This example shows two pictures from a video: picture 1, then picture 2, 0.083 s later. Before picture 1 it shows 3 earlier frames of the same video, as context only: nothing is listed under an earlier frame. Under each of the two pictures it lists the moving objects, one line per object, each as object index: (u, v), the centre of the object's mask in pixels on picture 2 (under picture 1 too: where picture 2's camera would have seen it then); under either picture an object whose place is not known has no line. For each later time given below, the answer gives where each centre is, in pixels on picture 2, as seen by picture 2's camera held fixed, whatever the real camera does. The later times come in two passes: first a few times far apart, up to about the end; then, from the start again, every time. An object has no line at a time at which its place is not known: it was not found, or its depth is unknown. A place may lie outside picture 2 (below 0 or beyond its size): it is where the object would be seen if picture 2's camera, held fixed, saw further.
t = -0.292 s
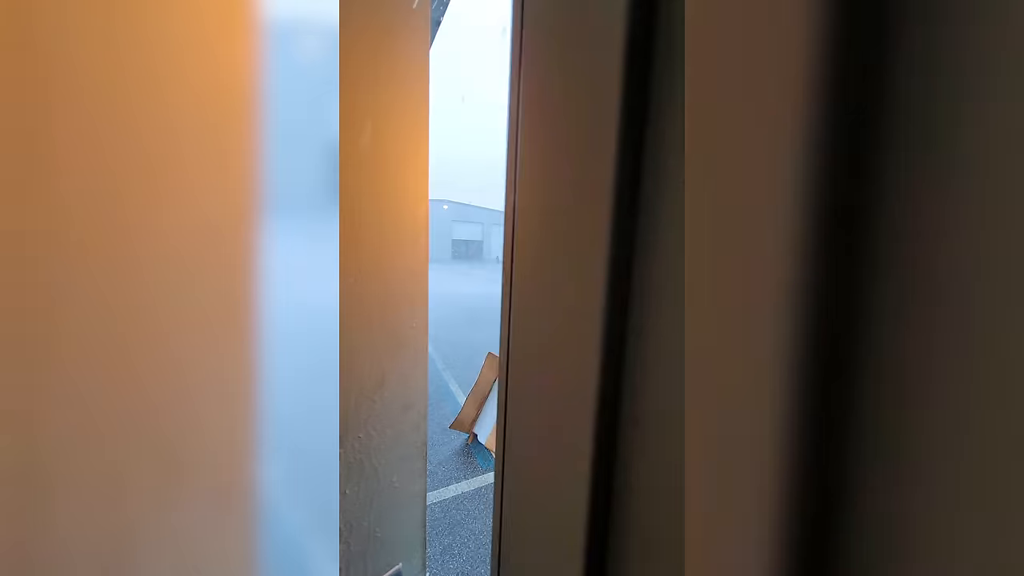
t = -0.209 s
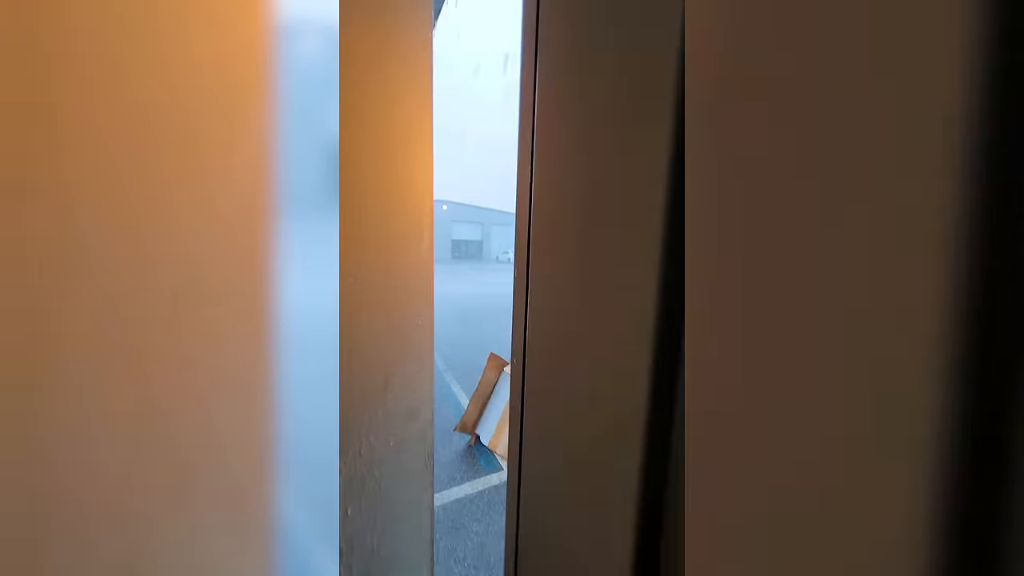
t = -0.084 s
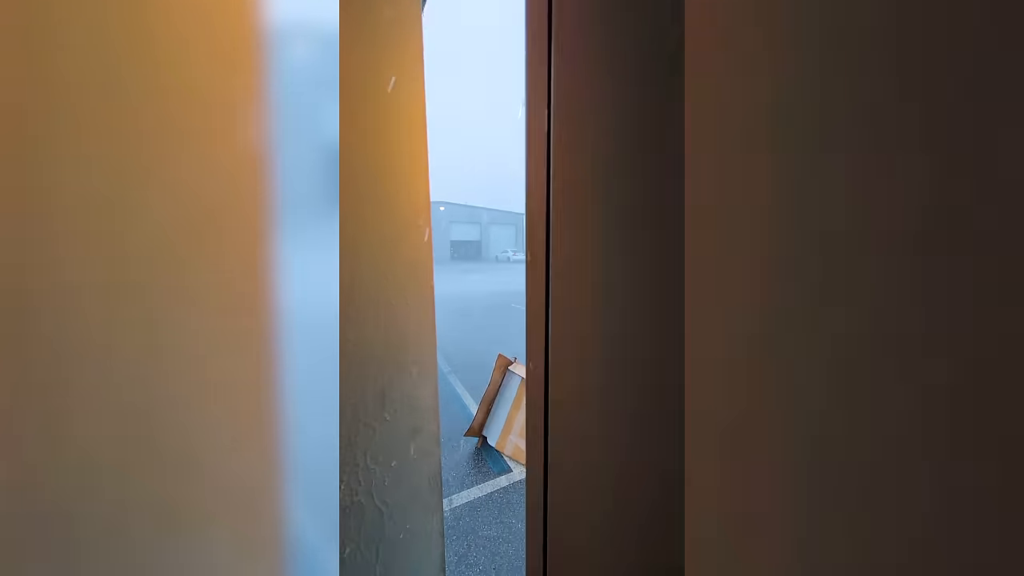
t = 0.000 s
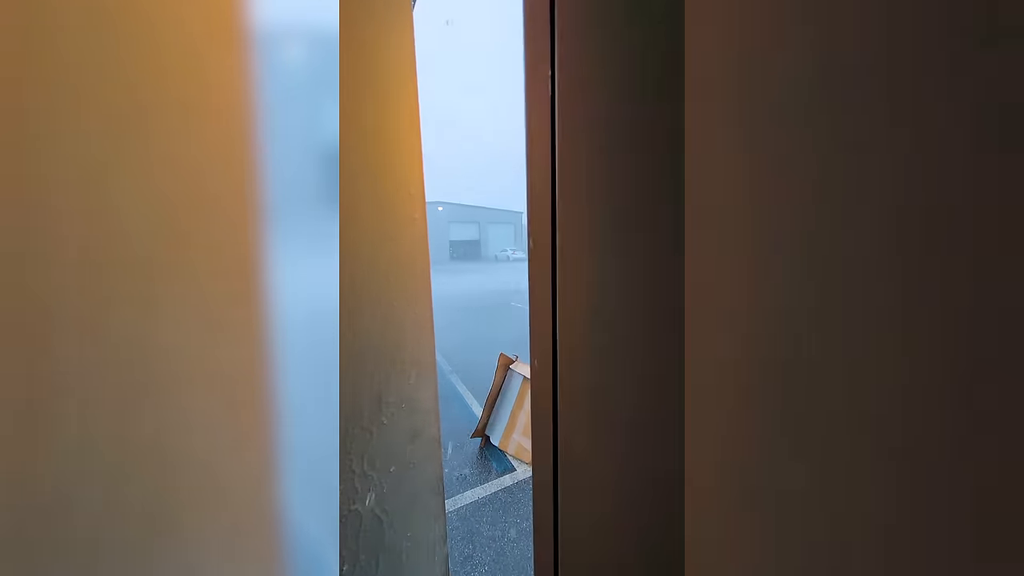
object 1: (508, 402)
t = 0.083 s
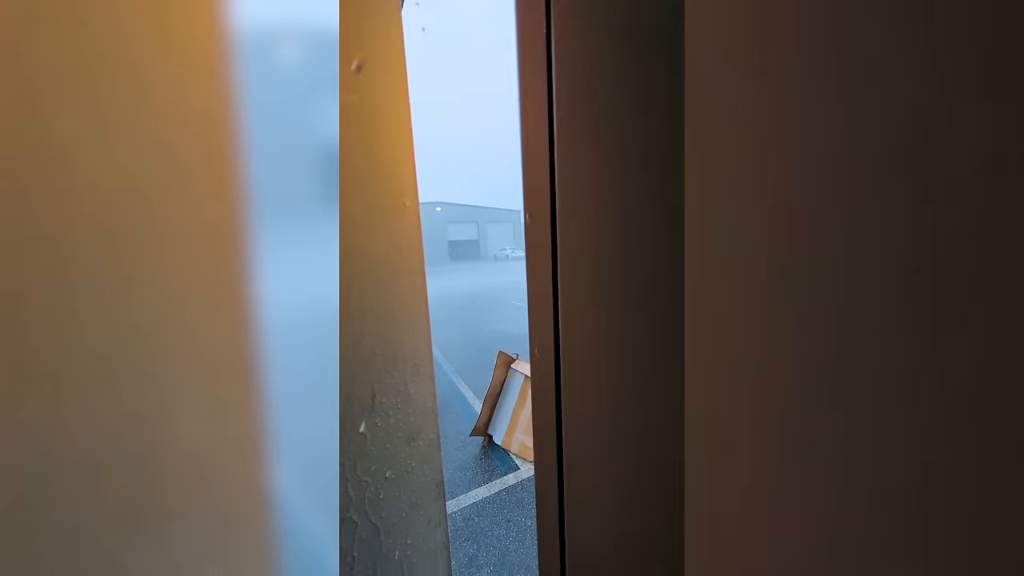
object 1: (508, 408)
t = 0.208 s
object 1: (508, 406)
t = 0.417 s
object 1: (516, 406)
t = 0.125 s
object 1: (507, 406)
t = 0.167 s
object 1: (508, 406)
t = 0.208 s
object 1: (508, 406)
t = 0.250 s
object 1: (513, 405)
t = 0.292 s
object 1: (515, 405)
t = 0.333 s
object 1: (517, 406)
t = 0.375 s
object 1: (517, 406)
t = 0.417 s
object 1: (516, 406)
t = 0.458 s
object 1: (514, 405)
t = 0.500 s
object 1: (514, 405)
